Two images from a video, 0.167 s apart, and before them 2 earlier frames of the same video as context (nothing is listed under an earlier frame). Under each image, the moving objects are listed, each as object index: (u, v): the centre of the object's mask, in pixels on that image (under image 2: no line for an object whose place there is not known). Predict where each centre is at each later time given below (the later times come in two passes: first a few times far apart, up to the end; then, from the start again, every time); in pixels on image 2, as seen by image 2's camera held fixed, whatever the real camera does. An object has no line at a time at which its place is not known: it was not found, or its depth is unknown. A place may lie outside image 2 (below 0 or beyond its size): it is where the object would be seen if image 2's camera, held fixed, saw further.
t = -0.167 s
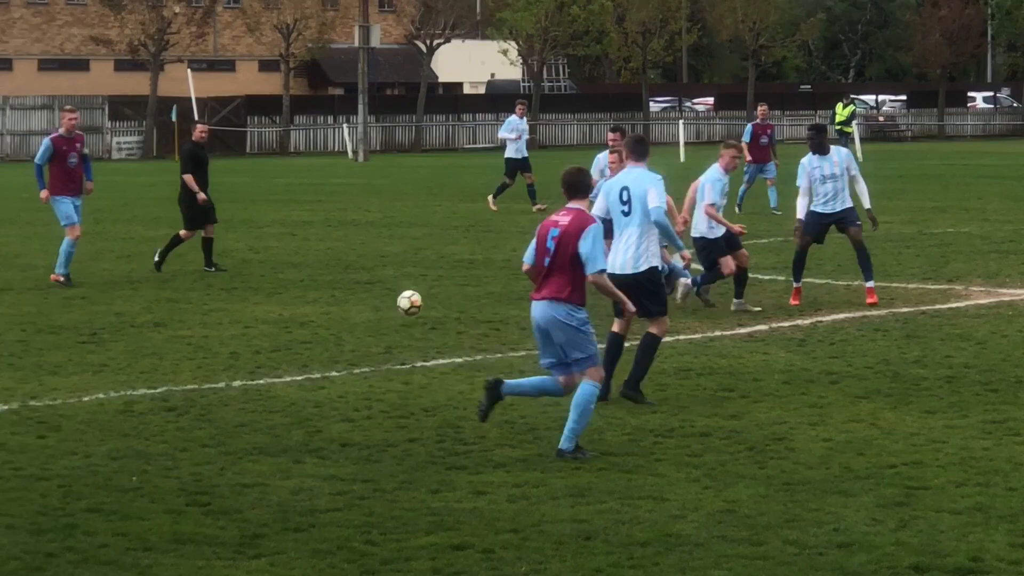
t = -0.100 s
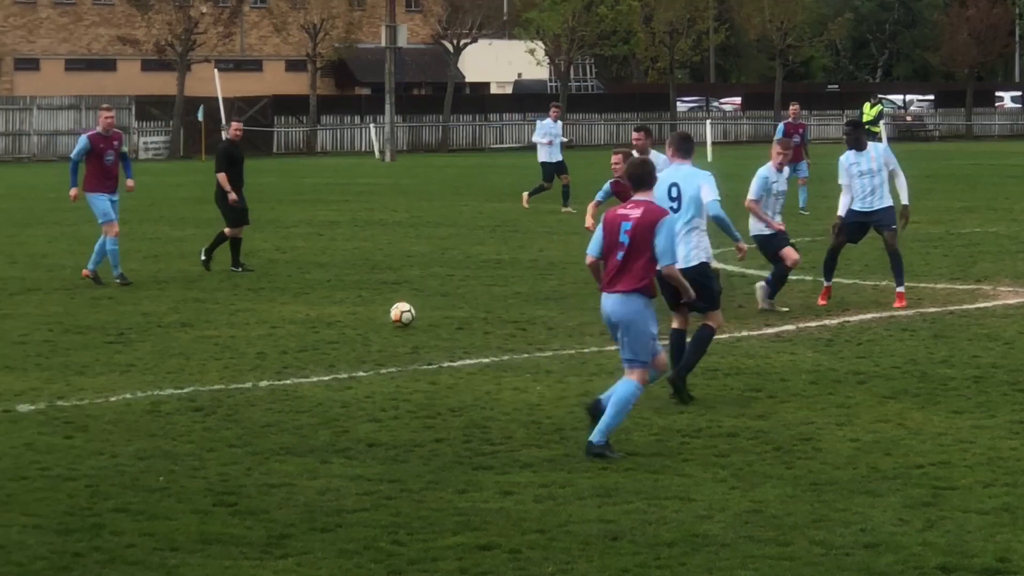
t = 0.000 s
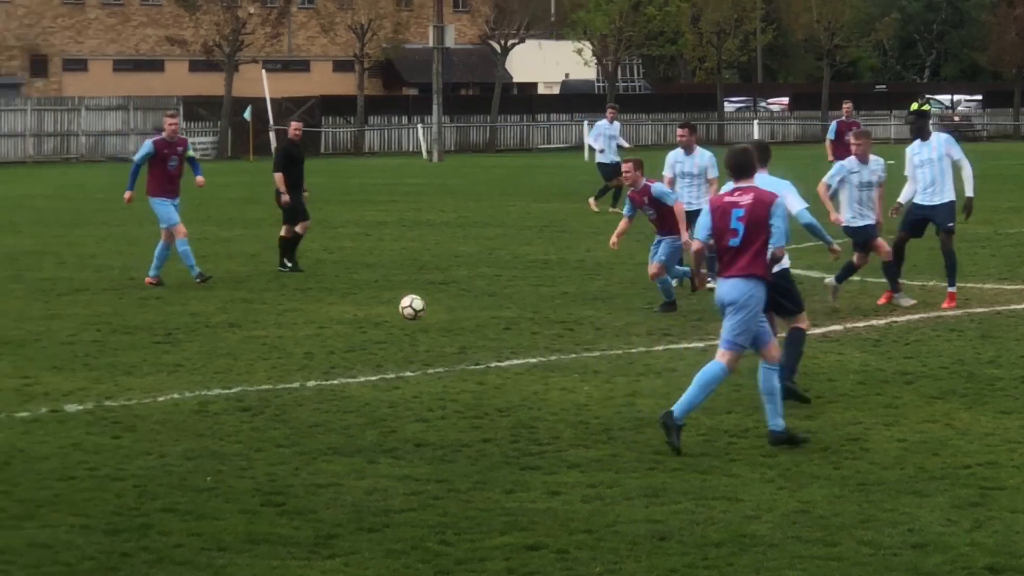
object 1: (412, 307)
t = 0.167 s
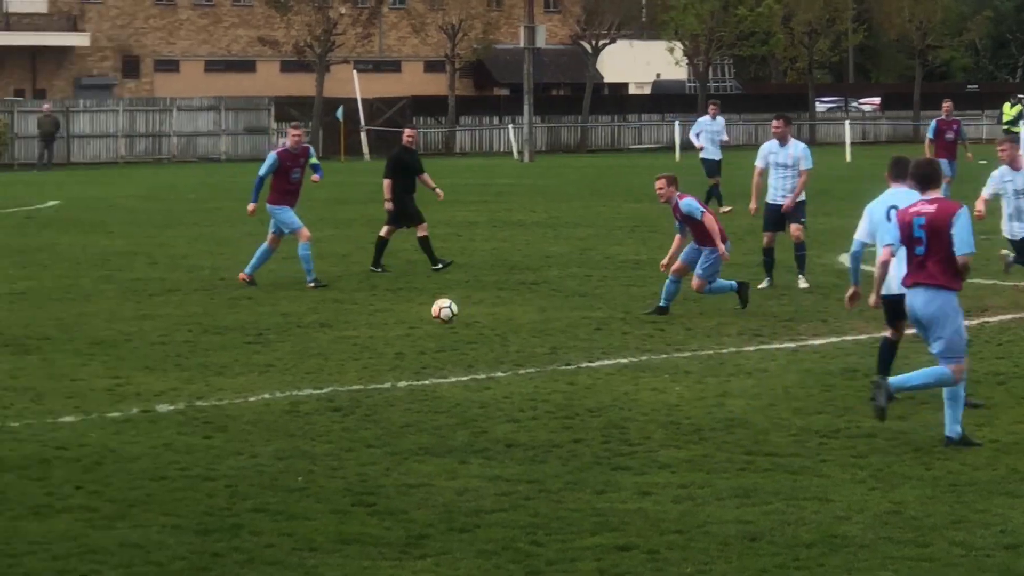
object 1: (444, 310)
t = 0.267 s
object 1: (409, 328)
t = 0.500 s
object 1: (325, 332)
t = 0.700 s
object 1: (250, 345)
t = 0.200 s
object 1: (433, 316)
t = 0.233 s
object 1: (421, 321)
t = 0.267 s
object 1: (409, 328)
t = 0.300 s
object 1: (398, 328)
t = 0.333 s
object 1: (385, 325)
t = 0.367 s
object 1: (373, 324)
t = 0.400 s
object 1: (361, 324)
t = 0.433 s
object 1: (349, 325)
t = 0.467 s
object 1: (338, 328)
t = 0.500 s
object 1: (325, 332)
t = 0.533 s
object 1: (314, 337)
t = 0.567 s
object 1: (301, 339)
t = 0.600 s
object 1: (288, 339)
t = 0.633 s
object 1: (275, 339)
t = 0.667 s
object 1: (263, 342)
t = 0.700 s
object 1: (250, 345)
